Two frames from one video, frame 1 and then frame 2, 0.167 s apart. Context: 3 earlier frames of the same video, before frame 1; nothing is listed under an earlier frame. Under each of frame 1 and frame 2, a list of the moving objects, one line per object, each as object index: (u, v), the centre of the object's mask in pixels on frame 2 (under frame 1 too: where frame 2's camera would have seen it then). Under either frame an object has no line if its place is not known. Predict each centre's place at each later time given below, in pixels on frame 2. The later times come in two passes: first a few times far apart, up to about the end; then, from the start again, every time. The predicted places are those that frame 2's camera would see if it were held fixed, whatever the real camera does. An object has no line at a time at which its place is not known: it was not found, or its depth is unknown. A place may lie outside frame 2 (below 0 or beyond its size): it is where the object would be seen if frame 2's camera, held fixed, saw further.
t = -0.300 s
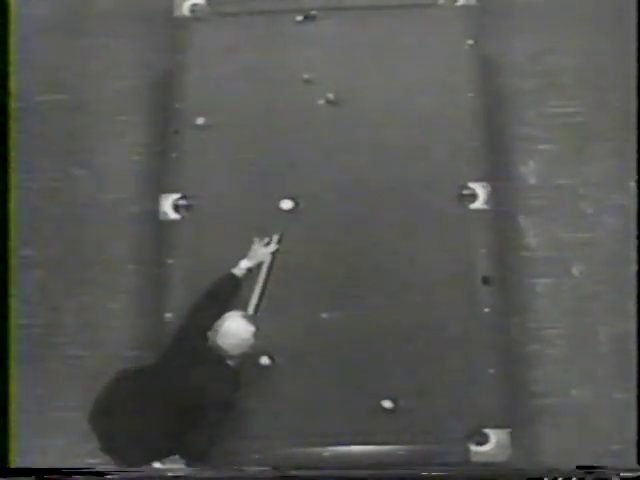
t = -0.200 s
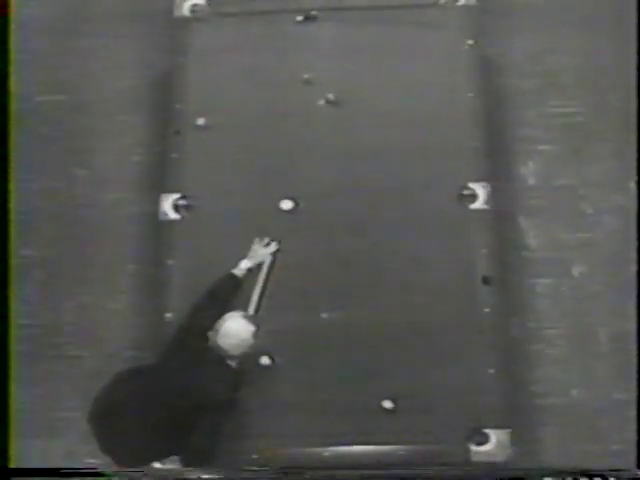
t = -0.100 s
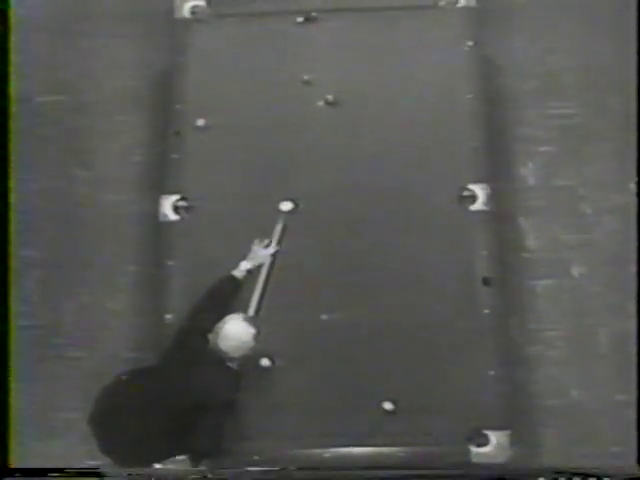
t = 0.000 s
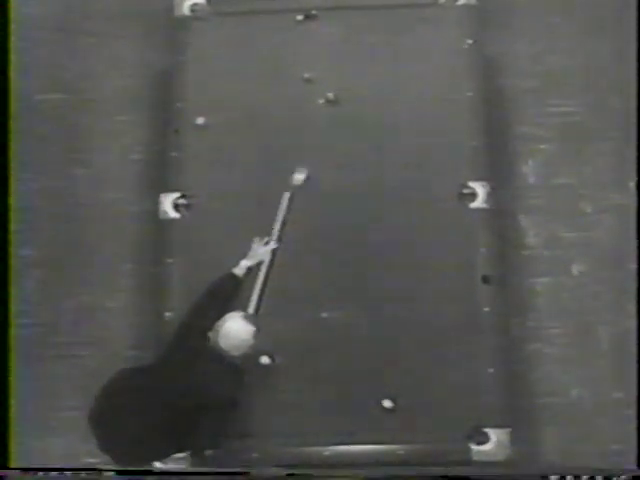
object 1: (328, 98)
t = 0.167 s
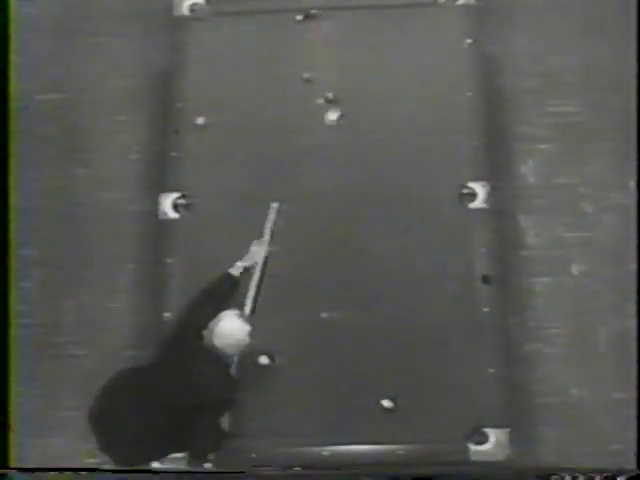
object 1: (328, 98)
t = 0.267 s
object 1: (326, 98)
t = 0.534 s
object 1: (313, 88)
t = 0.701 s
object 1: (307, 85)
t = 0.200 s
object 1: (327, 98)
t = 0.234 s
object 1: (327, 97)
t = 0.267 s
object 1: (326, 98)
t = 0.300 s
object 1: (326, 98)
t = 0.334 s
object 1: (326, 96)
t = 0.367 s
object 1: (326, 95)
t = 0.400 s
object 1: (322, 93)
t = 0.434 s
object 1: (319, 91)
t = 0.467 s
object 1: (319, 90)
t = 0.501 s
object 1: (316, 89)
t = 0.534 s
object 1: (313, 88)
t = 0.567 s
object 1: (313, 89)
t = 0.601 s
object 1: (311, 89)
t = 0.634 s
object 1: (311, 89)
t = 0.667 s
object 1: (310, 86)
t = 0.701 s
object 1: (307, 85)
